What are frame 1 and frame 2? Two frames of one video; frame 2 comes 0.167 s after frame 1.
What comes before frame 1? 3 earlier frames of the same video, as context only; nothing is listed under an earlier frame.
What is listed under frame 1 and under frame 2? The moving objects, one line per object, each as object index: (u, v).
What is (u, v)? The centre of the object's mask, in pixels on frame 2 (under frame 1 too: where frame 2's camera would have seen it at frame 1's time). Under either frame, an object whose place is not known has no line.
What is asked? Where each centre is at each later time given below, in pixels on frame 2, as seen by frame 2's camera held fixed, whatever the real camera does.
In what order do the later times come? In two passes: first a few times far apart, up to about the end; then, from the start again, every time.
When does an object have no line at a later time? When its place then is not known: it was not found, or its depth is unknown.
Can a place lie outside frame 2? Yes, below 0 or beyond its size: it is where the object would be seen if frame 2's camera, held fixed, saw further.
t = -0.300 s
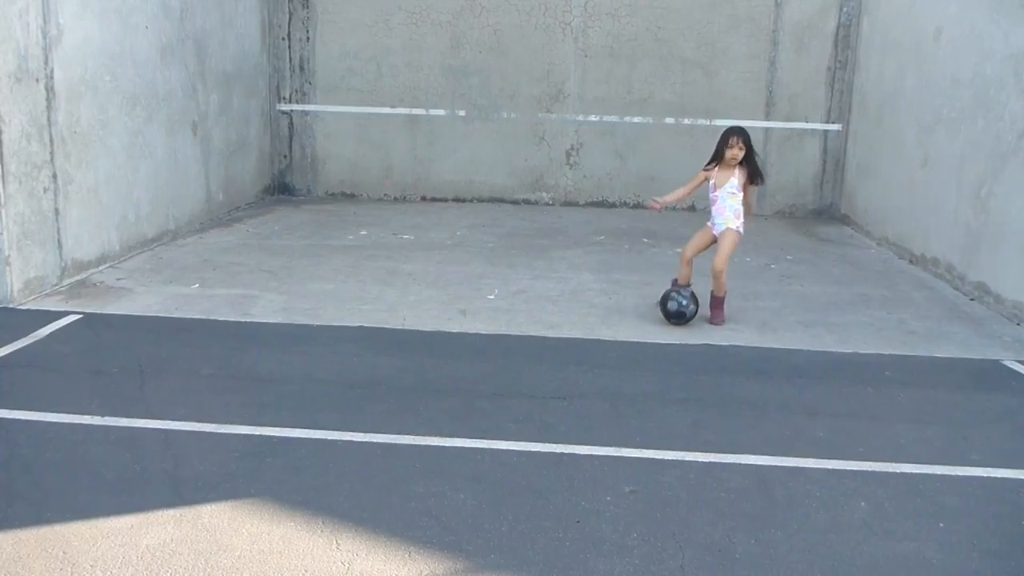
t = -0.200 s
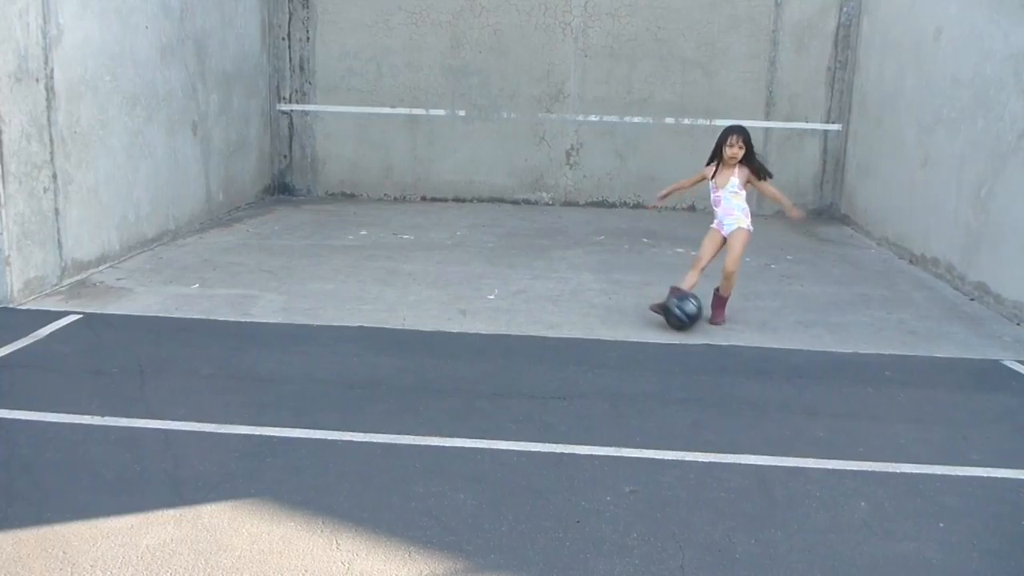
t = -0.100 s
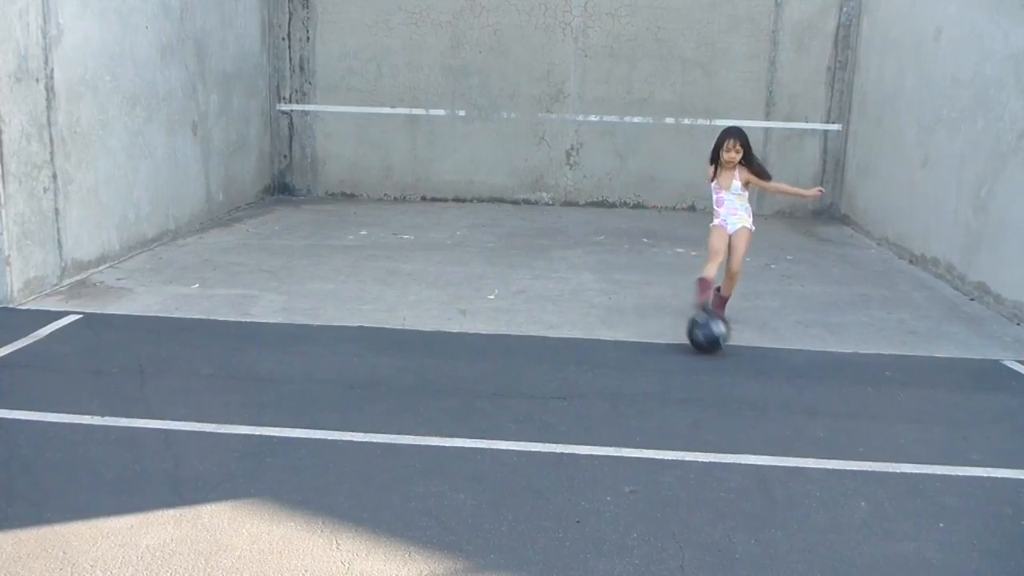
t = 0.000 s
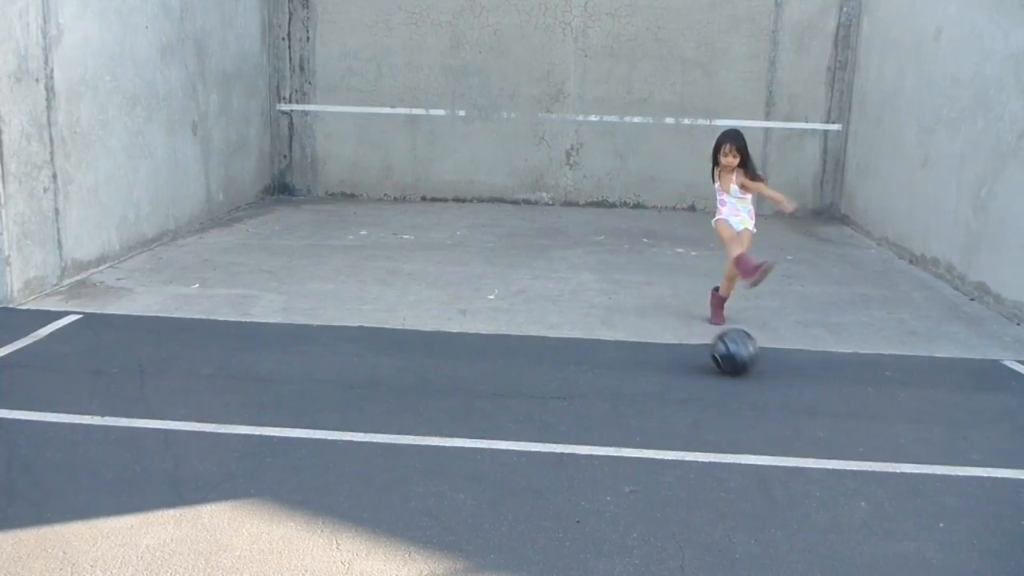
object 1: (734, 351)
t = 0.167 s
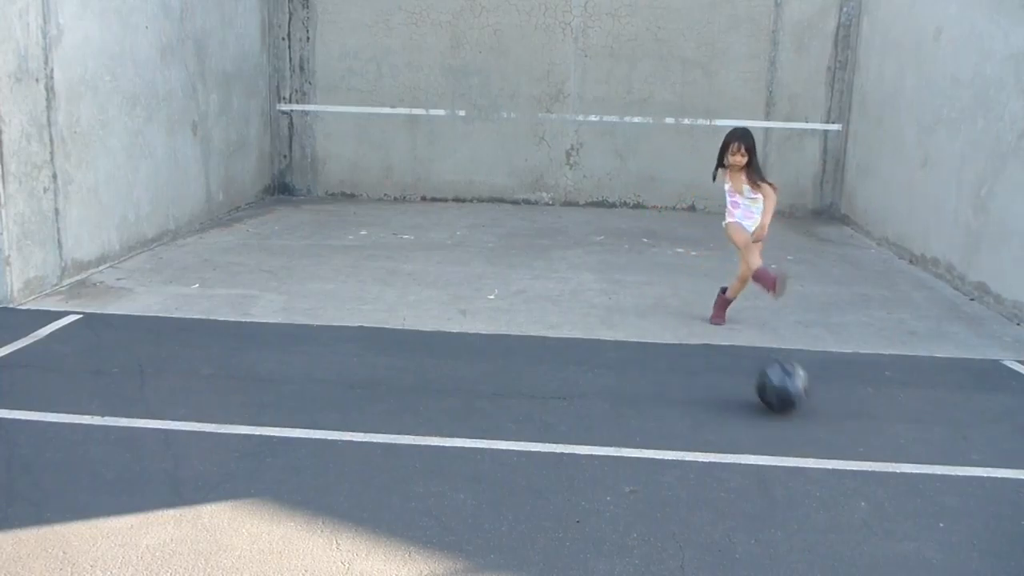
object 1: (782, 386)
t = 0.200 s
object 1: (792, 396)
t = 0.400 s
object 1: (871, 452)
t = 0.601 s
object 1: (980, 531)
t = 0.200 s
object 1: (792, 396)
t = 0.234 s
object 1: (804, 402)
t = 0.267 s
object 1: (815, 413)
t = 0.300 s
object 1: (829, 422)
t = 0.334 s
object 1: (842, 430)
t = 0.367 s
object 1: (857, 441)
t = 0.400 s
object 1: (871, 452)
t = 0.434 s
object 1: (886, 465)
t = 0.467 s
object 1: (904, 478)
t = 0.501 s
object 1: (921, 490)
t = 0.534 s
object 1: (941, 505)
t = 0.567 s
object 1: (959, 516)
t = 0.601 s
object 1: (980, 531)
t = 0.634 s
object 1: (993, 543)
